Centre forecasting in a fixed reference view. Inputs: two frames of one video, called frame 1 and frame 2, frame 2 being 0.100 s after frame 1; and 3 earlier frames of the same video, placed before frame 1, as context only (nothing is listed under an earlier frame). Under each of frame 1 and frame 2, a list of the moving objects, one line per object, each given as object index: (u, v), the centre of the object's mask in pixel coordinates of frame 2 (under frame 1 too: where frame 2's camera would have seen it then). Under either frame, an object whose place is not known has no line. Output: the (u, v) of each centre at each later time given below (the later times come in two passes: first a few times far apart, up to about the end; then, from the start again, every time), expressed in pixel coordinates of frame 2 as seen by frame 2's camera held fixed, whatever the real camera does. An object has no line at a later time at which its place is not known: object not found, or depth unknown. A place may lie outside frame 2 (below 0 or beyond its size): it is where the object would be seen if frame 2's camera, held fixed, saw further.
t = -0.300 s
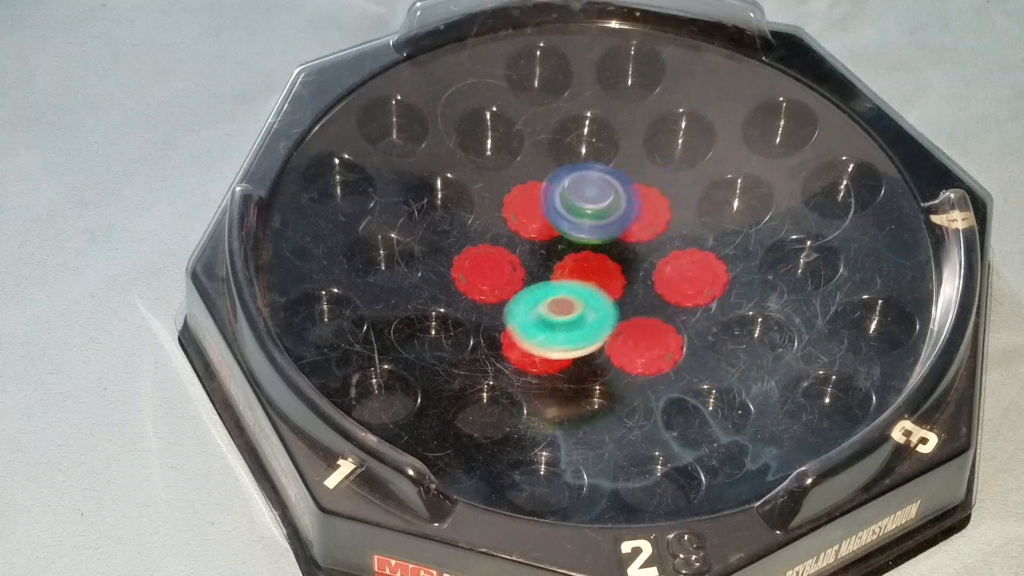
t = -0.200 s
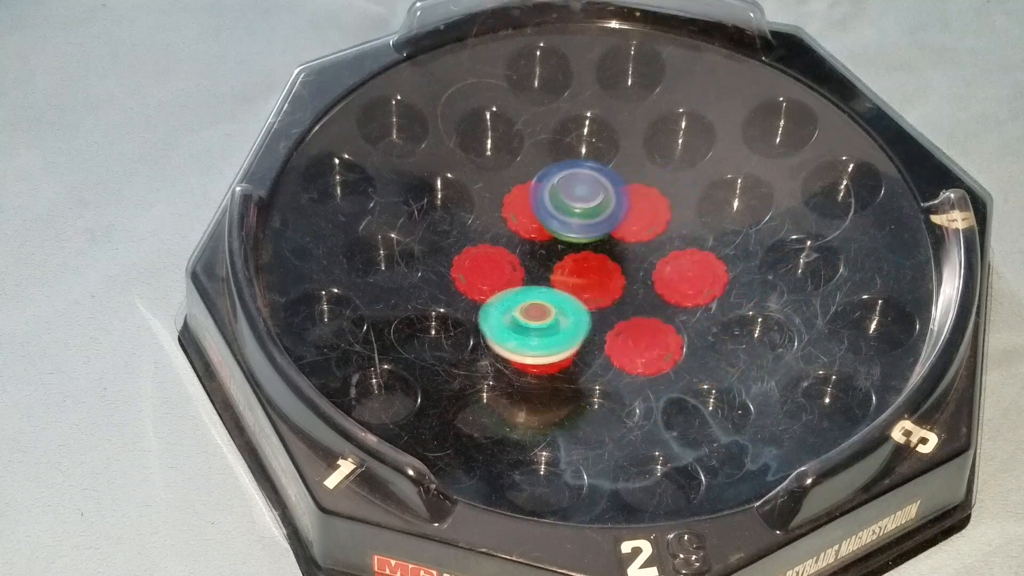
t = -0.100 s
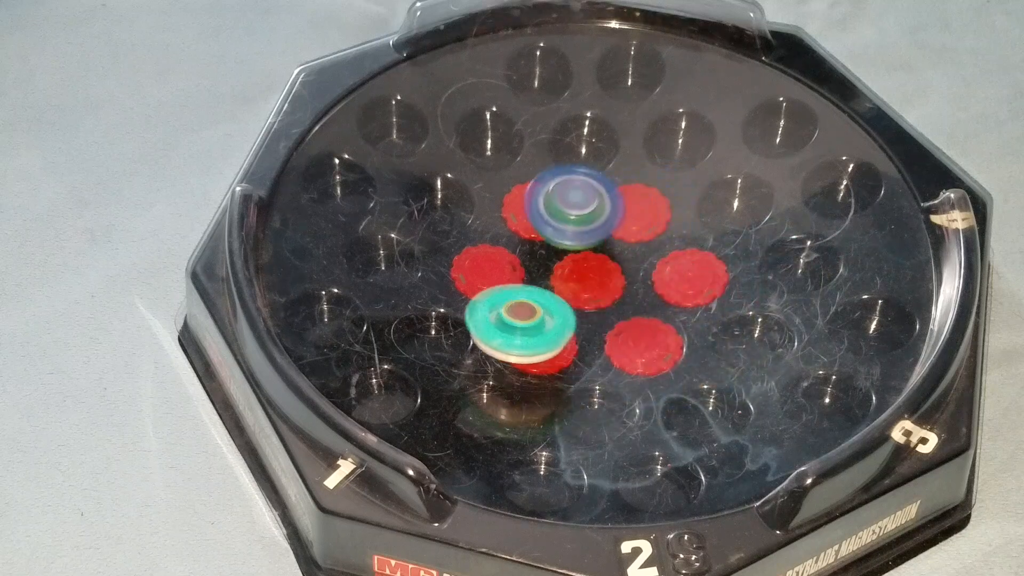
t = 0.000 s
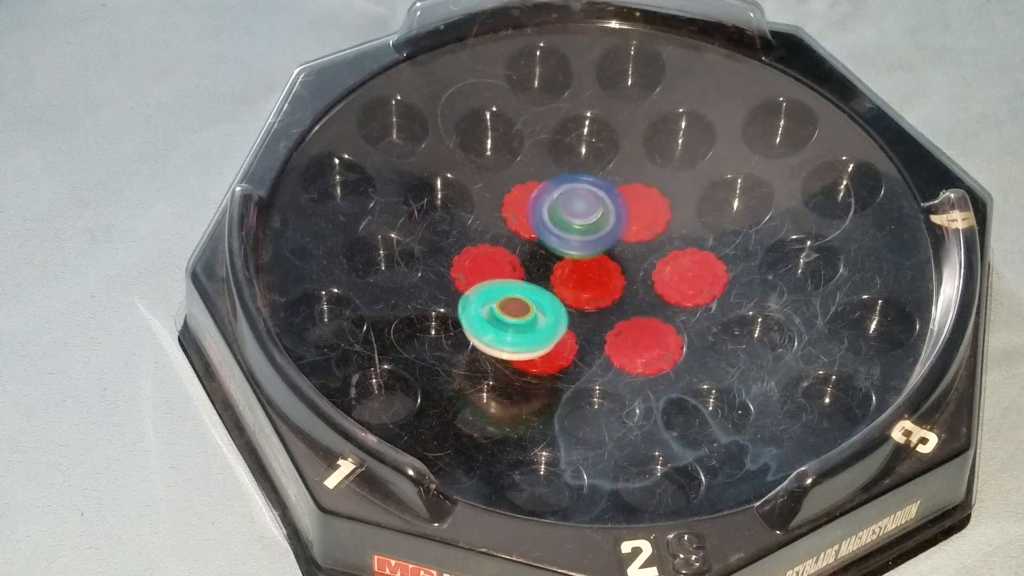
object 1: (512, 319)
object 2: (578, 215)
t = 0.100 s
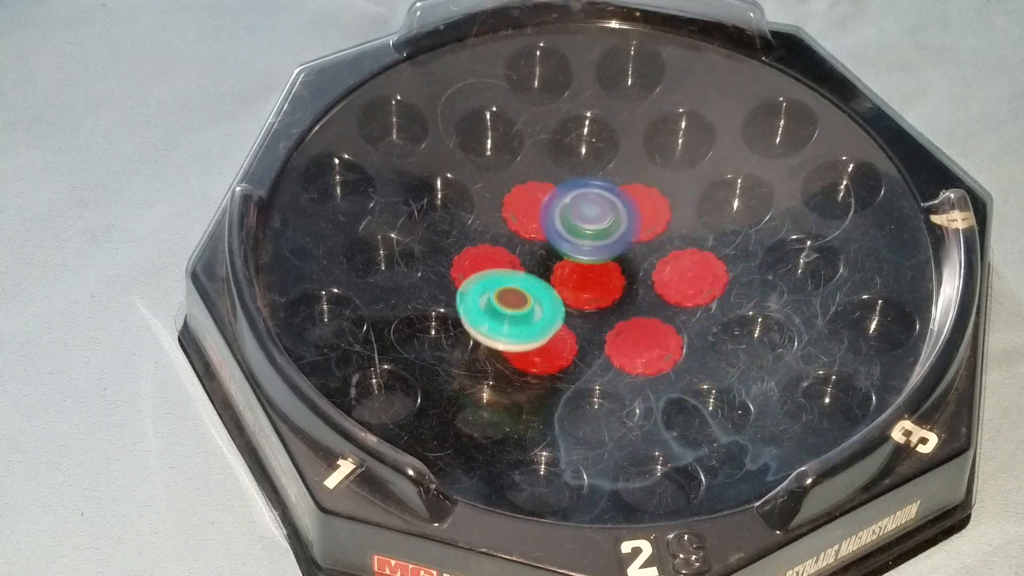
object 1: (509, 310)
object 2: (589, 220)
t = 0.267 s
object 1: (513, 279)
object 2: (617, 218)
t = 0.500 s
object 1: (502, 226)
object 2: (637, 203)
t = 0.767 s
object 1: (526, 178)
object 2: (635, 200)
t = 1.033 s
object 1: (575, 156)
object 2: (650, 221)
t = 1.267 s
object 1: (628, 141)
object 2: (670, 228)
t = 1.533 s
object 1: (681, 141)
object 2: (664, 234)
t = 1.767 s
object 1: (704, 163)
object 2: (642, 254)
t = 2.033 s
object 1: (704, 226)
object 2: (624, 280)
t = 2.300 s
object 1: (681, 277)
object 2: (579, 305)
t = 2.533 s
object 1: (642, 309)
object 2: (535, 306)
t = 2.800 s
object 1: (570, 312)
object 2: (456, 246)
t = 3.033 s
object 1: (524, 291)
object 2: (426, 216)
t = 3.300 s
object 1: (553, 281)
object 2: (473, 181)
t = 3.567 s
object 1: (623, 252)
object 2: (545, 108)
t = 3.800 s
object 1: (667, 213)
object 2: (632, 85)
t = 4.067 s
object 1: (708, 174)
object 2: (746, 88)
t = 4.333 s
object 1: (727, 169)
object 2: (857, 129)
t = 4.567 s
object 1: (709, 208)
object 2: (890, 198)
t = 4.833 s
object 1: (672, 258)
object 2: (857, 284)
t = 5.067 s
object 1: (628, 287)
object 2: (754, 322)
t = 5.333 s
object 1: (547, 283)
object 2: (649, 332)
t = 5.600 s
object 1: (504, 233)
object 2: (550, 305)
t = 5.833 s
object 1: (521, 195)
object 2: (480, 261)
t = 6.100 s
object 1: (580, 187)
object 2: (469, 205)
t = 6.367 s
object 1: (664, 183)
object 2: (540, 162)
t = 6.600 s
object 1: (665, 195)
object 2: (576, 138)
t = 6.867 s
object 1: (624, 245)
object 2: (666, 156)
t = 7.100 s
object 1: (629, 283)
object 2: (722, 212)
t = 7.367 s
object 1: (617, 299)
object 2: (733, 287)
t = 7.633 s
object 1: (584, 276)
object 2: (679, 339)
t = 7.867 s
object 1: (558, 220)
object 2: (610, 330)
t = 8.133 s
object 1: (551, 197)
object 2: (527, 269)
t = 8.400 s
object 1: (584, 185)
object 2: (499, 199)
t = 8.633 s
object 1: (622, 193)
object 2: (543, 153)
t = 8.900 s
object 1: (658, 218)
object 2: (642, 139)
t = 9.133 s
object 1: (645, 226)
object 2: (719, 174)
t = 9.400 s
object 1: (636, 217)
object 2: (742, 250)
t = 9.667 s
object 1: (639, 223)
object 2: (674, 314)
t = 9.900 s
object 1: (643, 225)
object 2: (579, 315)
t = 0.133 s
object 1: (509, 305)
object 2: (595, 221)
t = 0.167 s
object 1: (510, 299)
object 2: (601, 221)
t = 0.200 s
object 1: (511, 293)
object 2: (606, 220)
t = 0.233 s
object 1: (513, 286)
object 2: (611, 219)
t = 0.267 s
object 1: (513, 279)
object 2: (617, 218)
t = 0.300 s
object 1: (512, 272)
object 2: (621, 217)
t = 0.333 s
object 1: (511, 264)
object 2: (626, 215)
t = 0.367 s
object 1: (509, 256)
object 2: (629, 213)
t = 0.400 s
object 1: (507, 248)
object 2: (633, 211)
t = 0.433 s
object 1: (504, 239)
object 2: (635, 208)
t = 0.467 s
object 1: (503, 232)
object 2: (637, 206)
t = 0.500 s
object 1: (502, 226)
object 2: (637, 203)
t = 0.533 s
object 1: (503, 220)
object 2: (638, 201)
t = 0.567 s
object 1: (504, 214)
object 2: (637, 199)
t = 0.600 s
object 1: (505, 208)
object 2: (637, 198)
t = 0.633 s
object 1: (508, 202)
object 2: (636, 197)
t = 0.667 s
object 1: (511, 196)
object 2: (636, 197)
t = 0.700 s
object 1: (515, 190)
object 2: (635, 197)
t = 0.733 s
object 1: (520, 184)
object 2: (635, 198)
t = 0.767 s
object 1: (526, 178)
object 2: (635, 200)
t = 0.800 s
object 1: (532, 173)
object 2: (636, 202)
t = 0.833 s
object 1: (539, 168)
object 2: (636, 205)
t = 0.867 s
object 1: (546, 165)
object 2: (638, 207)
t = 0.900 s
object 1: (552, 164)
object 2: (639, 210)
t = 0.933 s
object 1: (558, 163)
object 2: (642, 213)
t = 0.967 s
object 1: (563, 161)
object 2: (645, 216)
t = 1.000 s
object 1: (569, 159)
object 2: (648, 219)
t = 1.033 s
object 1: (575, 156)
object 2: (650, 221)
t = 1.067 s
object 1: (582, 152)
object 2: (654, 223)
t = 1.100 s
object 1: (589, 149)
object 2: (658, 225)
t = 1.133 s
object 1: (597, 147)
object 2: (662, 227)
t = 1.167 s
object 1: (605, 144)
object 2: (665, 227)
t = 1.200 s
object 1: (613, 143)
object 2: (667, 228)
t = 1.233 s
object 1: (621, 142)
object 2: (669, 228)
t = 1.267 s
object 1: (628, 141)
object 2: (670, 228)
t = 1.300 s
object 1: (636, 141)
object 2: (671, 227)
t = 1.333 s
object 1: (643, 141)
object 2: (671, 227)
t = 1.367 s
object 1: (651, 142)
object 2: (671, 227)
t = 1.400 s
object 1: (658, 142)
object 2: (671, 227)
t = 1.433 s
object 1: (664, 142)
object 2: (670, 228)
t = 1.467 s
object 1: (670, 142)
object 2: (668, 230)
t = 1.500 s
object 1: (675, 141)
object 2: (666, 231)
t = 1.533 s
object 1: (681, 141)
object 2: (664, 234)
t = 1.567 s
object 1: (686, 140)
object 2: (661, 236)
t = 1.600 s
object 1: (691, 141)
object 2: (658, 238)
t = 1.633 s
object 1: (695, 142)
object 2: (655, 241)
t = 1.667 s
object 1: (699, 145)
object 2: (651, 244)
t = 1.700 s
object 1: (702, 150)
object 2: (648, 247)
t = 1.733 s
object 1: (703, 156)
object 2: (645, 251)
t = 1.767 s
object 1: (704, 163)
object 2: (642, 254)
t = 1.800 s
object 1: (704, 171)
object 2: (639, 258)
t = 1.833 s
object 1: (704, 179)
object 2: (636, 262)
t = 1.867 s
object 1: (704, 186)
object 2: (634, 265)
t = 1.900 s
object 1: (705, 194)
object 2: (632, 269)
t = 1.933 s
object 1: (705, 203)
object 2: (630, 272)
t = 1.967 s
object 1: (704, 211)
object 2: (628, 275)
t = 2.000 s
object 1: (704, 219)
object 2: (626, 278)
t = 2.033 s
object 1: (704, 226)
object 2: (624, 280)
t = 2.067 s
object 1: (704, 232)
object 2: (617, 284)
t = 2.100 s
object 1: (702, 239)
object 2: (611, 289)
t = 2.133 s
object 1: (699, 247)
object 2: (606, 294)
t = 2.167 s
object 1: (695, 255)
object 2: (602, 297)
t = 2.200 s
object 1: (692, 261)
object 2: (598, 300)
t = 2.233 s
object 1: (688, 266)
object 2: (593, 302)
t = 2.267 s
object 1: (684, 272)
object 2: (588, 304)
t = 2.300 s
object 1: (681, 277)
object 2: (579, 305)
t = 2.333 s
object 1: (679, 283)
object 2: (570, 306)
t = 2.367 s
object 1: (676, 288)
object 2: (563, 307)
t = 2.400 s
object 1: (672, 294)
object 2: (558, 308)
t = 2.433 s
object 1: (667, 297)
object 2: (552, 309)
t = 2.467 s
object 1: (659, 302)
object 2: (547, 309)
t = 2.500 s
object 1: (650, 306)
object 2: (542, 309)
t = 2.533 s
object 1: (642, 309)
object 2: (535, 306)
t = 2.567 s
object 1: (634, 314)
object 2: (524, 298)
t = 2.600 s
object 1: (626, 317)
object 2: (512, 288)
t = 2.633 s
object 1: (618, 318)
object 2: (501, 279)
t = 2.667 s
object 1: (608, 317)
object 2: (493, 271)
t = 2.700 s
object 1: (598, 315)
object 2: (484, 264)
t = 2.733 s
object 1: (588, 314)
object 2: (475, 258)
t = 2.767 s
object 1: (579, 313)
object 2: (465, 252)
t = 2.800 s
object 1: (570, 312)
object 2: (456, 246)
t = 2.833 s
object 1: (562, 310)
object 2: (448, 240)
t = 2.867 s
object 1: (554, 308)
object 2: (440, 234)
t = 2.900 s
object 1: (546, 305)
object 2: (434, 229)
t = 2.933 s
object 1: (539, 302)
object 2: (429, 224)
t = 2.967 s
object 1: (533, 298)
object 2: (426, 221)
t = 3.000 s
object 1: (528, 295)
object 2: (425, 218)
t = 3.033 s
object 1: (524, 291)
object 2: (426, 216)
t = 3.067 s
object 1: (521, 287)
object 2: (428, 214)
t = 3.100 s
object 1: (519, 282)
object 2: (432, 213)
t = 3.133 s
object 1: (516, 276)
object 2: (437, 211)
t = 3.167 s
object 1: (519, 275)
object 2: (442, 208)
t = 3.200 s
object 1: (526, 275)
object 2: (449, 205)
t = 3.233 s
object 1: (530, 272)
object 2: (458, 203)
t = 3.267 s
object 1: (536, 271)
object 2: (468, 199)
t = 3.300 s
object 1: (553, 281)
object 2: (473, 181)
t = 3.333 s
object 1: (570, 287)
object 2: (480, 165)
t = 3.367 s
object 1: (583, 287)
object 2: (489, 155)
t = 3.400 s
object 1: (592, 284)
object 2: (498, 146)
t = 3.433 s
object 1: (599, 278)
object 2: (507, 138)
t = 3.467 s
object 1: (605, 271)
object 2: (517, 129)
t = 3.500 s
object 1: (611, 264)
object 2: (526, 122)
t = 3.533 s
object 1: (617, 258)
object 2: (536, 114)
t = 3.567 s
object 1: (623, 252)
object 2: (545, 108)
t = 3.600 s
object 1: (629, 246)
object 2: (556, 104)
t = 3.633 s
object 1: (635, 240)
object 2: (568, 99)
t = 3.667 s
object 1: (642, 235)
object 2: (580, 96)
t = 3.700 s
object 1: (648, 229)
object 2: (593, 91)
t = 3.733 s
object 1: (654, 224)
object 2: (606, 88)
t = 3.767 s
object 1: (661, 218)
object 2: (619, 86)
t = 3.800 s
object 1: (667, 213)
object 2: (632, 85)
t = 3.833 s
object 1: (672, 208)
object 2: (646, 83)
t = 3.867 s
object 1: (678, 203)
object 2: (659, 82)
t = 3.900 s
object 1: (683, 198)
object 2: (672, 82)
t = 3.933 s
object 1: (688, 193)
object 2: (685, 82)
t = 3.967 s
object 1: (693, 188)
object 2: (700, 83)
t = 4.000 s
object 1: (698, 183)
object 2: (715, 84)
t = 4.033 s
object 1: (704, 178)
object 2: (730, 86)
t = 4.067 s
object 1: (708, 174)
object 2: (746, 88)
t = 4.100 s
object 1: (713, 171)
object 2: (763, 91)
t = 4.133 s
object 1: (717, 168)
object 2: (778, 94)
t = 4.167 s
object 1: (721, 166)
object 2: (794, 99)
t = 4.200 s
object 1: (724, 165)
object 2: (808, 105)
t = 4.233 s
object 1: (727, 165)
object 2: (822, 110)
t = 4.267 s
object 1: (728, 166)
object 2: (836, 115)
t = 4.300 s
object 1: (727, 167)
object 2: (846, 122)
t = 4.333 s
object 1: (727, 169)
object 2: (857, 129)
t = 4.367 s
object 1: (728, 173)
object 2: (866, 136)
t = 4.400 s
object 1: (727, 177)
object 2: (873, 145)
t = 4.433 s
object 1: (725, 183)
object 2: (879, 154)
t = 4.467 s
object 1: (722, 189)
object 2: (884, 165)
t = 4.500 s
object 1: (718, 195)
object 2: (888, 175)
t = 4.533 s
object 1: (714, 202)
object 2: (889, 186)
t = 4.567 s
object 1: (709, 208)
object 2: (890, 198)
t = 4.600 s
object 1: (704, 214)
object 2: (890, 210)
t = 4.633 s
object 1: (699, 221)
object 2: (889, 222)
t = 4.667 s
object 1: (694, 228)
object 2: (887, 233)
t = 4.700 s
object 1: (689, 235)
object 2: (884, 245)
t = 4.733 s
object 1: (686, 242)
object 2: (881, 255)
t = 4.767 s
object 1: (681, 248)
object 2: (874, 266)
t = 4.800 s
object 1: (677, 253)
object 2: (866, 275)
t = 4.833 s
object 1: (672, 258)
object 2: (857, 284)
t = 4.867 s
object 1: (667, 263)
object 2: (846, 292)
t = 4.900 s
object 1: (661, 267)
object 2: (835, 299)
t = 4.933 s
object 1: (655, 272)
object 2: (821, 306)
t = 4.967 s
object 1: (649, 276)
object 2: (804, 312)
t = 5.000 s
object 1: (642, 280)
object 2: (787, 316)
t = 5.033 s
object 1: (635, 283)
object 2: (771, 319)
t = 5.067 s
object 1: (628, 287)
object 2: (754, 322)
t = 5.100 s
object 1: (621, 290)
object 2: (736, 324)
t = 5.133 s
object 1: (614, 293)
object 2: (718, 326)
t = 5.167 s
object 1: (602, 293)
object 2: (704, 329)
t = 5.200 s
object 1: (583, 289)
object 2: (697, 333)
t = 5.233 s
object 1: (571, 286)
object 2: (686, 335)
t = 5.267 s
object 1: (561, 284)
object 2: (674, 335)
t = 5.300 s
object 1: (554, 284)
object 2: (662, 334)
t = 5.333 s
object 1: (547, 283)
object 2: (649, 332)
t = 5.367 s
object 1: (541, 283)
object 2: (636, 330)
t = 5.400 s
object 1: (535, 282)
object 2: (624, 326)
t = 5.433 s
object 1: (526, 275)
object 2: (614, 325)
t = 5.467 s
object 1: (518, 268)
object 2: (602, 322)
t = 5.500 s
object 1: (513, 263)
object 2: (589, 318)
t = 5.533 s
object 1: (509, 253)
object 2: (575, 315)
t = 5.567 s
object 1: (506, 241)
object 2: (564, 311)
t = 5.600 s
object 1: (504, 233)
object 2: (550, 305)
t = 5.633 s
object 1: (501, 226)
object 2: (537, 300)
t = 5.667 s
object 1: (501, 219)
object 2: (526, 295)
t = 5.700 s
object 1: (503, 214)
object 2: (515, 289)
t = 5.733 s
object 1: (507, 207)
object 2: (506, 284)
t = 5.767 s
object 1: (512, 202)
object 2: (497, 277)
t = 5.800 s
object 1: (516, 198)
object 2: (488, 269)
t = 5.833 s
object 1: (521, 195)
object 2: (480, 261)
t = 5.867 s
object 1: (526, 192)
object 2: (474, 253)
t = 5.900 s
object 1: (532, 190)
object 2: (469, 244)
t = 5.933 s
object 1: (539, 187)
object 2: (466, 236)
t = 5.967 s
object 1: (548, 185)
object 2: (463, 228)
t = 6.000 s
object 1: (557, 184)
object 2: (462, 221)
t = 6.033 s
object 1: (565, 184)
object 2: (463, 215)
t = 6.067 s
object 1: (573, 186)
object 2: (465, 210)
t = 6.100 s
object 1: (580, 187)
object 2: (469, 205)
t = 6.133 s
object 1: (589, 185)
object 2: (473, 201)
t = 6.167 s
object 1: (599, 188)
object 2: (481, 196)
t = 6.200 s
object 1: (609, 190)
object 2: (489, 190)
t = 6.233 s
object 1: (621, 191)
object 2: (498, 183)
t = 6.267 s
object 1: (633, 191)
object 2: (508, 177)
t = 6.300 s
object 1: (645, 190)
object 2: (519, 172)
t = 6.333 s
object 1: (656, 187)
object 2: (530, 167)
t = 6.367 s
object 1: (664, 183)
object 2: (540, 162)
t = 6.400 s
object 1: (663, 177)
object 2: (552, 157)
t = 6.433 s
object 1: (659, 171)
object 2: (562, 152)
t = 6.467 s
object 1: (665, 173)
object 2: (560, 148)
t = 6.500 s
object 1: (665, 176)
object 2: (563, 144)
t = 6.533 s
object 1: (662, 179)
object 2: (568, 142)
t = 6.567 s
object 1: (663, 182)
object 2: (573, 141)
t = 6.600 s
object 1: (665, 195)
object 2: (576, 138)
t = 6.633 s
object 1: (659, 206)
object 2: (583, 139)
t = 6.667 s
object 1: (652, 211)
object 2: (592, 140)
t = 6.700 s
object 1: (646, 214)
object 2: (601, 141)
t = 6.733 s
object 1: (641, 221)
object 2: (612, 140)
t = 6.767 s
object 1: (635, 225)
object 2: (626, 142)
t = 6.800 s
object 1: (631, 229)
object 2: (639, 146)
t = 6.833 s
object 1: (626, 237)
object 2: (654, 150)
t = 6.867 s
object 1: (624, 245)
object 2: (666, 156)
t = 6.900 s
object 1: (624, 251)
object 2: (676, 162)
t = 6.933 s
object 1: (625, 256)
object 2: (685, 169)
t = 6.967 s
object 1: (629, 262)
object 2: (693, 176)
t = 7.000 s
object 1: (630, 270)
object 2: (702, 185)
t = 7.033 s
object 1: (631, 276)
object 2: (709, 193)
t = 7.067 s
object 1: (630, 280)
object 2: (716, 202)
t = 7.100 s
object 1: (629, 283)
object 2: (722, 212)
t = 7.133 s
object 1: (628, 286)
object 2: (727, 220)
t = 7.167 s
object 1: (627, 288)
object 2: (732, 229)
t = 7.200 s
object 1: (627, 290)
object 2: (735, 239)
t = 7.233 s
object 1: (626, 292)
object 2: (736, 250)
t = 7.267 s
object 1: (624, 295)
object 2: (737, 259)
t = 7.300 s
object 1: (622, 297)
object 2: (737, 269)
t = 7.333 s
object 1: (620, 298)
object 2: (735, 277)
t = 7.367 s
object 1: (617, 299)
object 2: (733, 287)
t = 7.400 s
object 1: (615, 300)
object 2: (729, 295)
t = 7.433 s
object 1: (611, 300)
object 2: (725, 304)
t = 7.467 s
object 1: (608, 299)
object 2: (719, 311)
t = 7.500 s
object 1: (604, 298)
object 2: (712, 319)
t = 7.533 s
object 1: (598, 294)
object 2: (707, 326)
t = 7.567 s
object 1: (595, 289)
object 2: (699, 331)
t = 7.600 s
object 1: (591, 284)
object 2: (689, 336)
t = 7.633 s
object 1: (584, 276)
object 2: (679, 339)
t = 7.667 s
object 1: (578, 268)
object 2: (669, 341)
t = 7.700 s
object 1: (572, 259)
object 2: (659, 342)
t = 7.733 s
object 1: (568, 249)
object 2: (650, 342)
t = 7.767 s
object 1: (565, 241)
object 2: (641, 341)
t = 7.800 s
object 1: (562, 233)
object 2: (632, 339)
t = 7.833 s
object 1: (560, 227)
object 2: (621, 334)
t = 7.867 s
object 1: (558, 220)
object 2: (610, 330)
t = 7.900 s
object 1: (555, 214)
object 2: (598, 323)
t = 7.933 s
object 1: (551, 208)
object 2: (586, 316)
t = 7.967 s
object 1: (548, 204)
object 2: (574, 309)
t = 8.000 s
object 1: (546, 202)
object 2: (565, 302)
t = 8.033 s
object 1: (545, 199)
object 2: (554, 295)
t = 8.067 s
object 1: (545, 197)
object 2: (544, 286)
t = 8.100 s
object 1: (547, 197)
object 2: (535, 277)
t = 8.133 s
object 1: (551, 197)
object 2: (527, 269)
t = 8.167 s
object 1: (553, 196)
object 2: (520, 259)
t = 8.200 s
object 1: (559, 193)
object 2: (512, 253)
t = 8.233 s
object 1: (567, 189)
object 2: (506, 245)
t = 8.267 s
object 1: (573, 186)
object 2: (502, 236)
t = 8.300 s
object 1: (576, 185)
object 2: (499, 225)
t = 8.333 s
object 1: (579, 184)
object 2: (498, 215)
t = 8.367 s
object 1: (581, 184)
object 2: (498, 207)
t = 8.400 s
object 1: (584, 185)
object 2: (499, 199)
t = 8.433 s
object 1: (589, 186)
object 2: (501, 191)
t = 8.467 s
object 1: (594, 185)
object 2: (506, 184)
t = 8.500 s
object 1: (598, 184)
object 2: (511, 176)
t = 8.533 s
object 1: (603, 185)
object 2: (517, 170)
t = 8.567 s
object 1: (610, 187)
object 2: (524, 164)
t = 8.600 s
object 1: (617, 191)
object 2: (534, 158)
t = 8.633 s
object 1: (622, 193)
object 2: (543, 153)
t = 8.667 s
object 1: (629, 197)
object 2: (554, 149)
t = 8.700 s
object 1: (634, 200)
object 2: (565, 146)
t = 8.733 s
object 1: (640, 202)
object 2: (577, 143)
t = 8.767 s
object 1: (647, 207)
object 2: (589, 141)
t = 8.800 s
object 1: (654, 209)
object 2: (602, 141)
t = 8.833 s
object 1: (658, 210)
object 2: (614, 140)
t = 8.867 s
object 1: (660, 213)
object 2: (627, 140)
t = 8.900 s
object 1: (658, 218)
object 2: (642, 139)
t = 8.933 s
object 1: (655, 220)
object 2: (655, 140)
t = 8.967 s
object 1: (652, 224)
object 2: (667, 142)
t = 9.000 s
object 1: (649, 225)
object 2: (681, 146)
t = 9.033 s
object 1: (647, 226)
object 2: (692, 150)
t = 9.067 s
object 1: (645, 226)
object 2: (701, 157)
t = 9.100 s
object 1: (645, 226)
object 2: (711, 165)
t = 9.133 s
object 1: (645, 226)
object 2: (719, 174)
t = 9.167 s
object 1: (646, 227)
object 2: (727, 182)
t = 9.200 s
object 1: (647, 227)
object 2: (732, 191)
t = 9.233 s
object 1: (645, 226)
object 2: (737, 201)
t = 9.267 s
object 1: (642, 225)
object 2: (740, 211)
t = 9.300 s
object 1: (640, 223)
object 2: (742, 220)
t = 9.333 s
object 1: (637, 221)
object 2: (744, 230)
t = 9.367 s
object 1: (636, 218)
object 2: (744, 240)
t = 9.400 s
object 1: (636, 217)
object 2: (742, 250)
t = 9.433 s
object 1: (635, 216)
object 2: (738, 260)
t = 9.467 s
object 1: (635, 215)
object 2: (733, 270)
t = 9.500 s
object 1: (635, 215)
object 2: (727, 278)
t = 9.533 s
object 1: (635, 216)
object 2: (720, 287)
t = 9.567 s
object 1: (636, 217)
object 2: (709, 295)
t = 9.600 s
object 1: (636, 219)
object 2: (699, 302)
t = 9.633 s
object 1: (637, 222)
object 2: (687, 308)
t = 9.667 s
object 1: (639, 223)
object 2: (674, 314)
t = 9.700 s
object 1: (641, 224)
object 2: (660, 318)
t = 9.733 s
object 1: (642, 225)
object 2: (646, 321)
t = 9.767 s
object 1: (643, 226)
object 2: (632, 322)
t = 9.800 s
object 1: (645, 227)
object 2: (619, 322)
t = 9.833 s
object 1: (645, 226)
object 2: (606, 321)
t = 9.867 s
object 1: (645, 226)
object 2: (592, 319)
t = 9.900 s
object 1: (643, 225)
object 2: (579, 315)
